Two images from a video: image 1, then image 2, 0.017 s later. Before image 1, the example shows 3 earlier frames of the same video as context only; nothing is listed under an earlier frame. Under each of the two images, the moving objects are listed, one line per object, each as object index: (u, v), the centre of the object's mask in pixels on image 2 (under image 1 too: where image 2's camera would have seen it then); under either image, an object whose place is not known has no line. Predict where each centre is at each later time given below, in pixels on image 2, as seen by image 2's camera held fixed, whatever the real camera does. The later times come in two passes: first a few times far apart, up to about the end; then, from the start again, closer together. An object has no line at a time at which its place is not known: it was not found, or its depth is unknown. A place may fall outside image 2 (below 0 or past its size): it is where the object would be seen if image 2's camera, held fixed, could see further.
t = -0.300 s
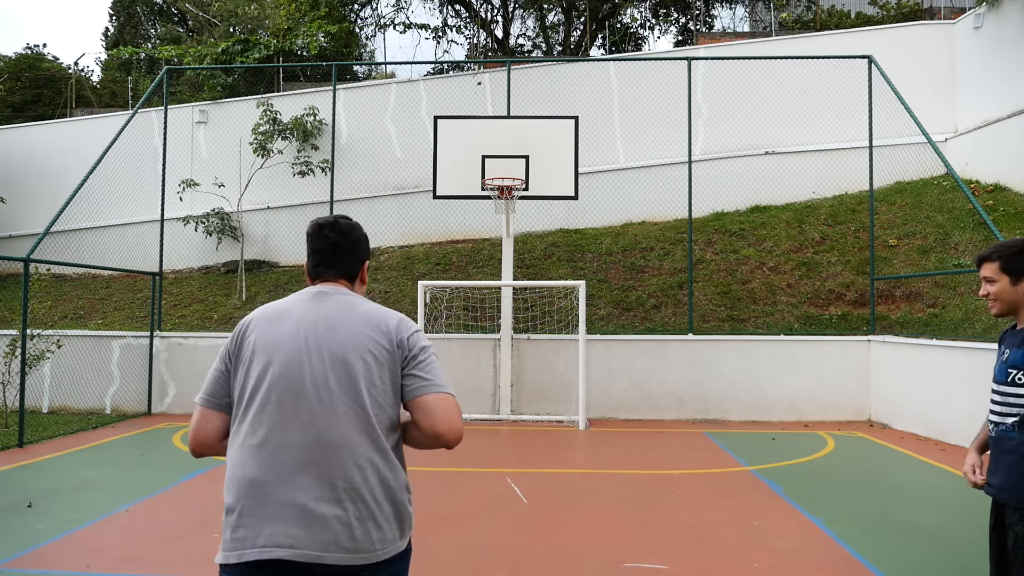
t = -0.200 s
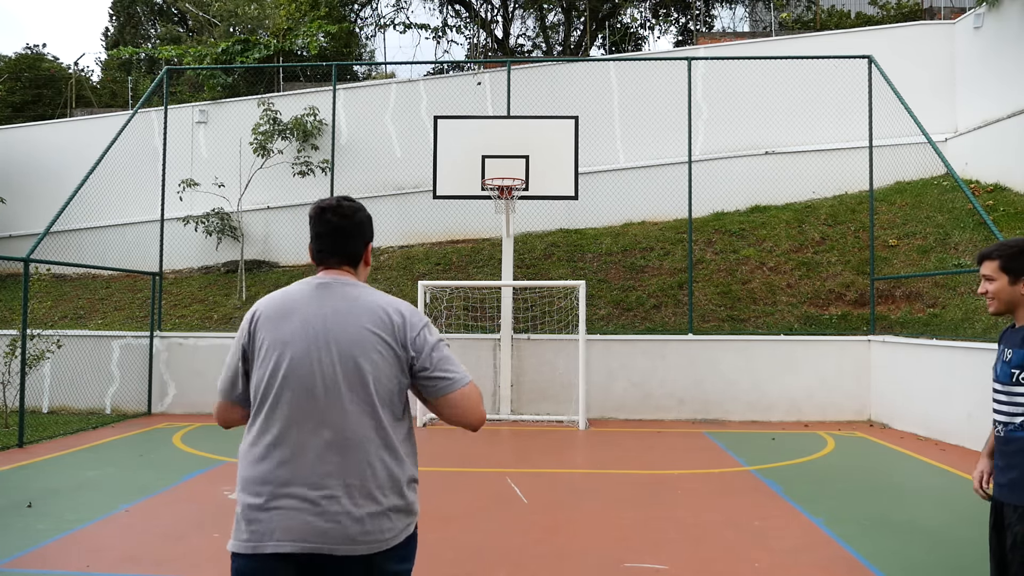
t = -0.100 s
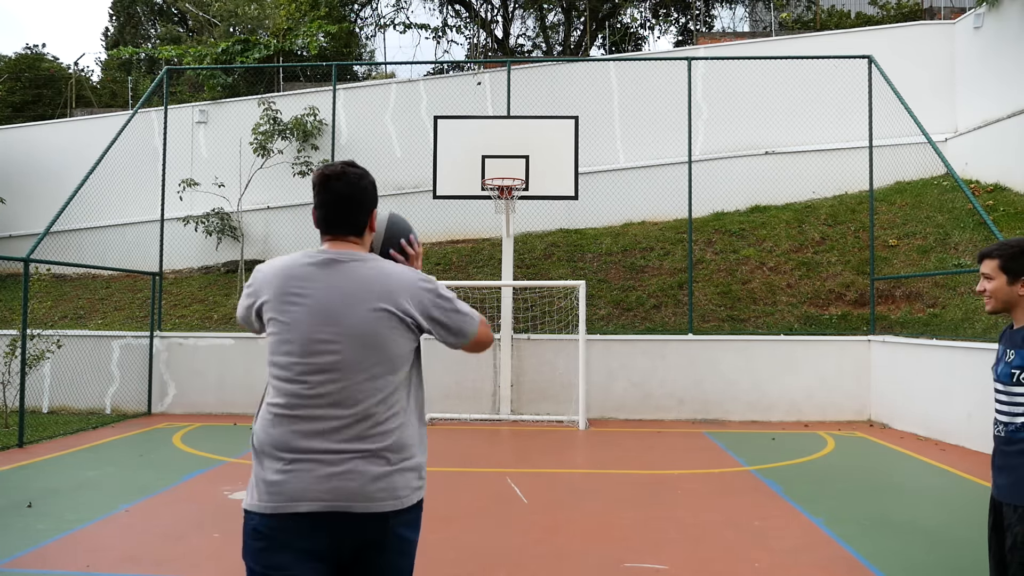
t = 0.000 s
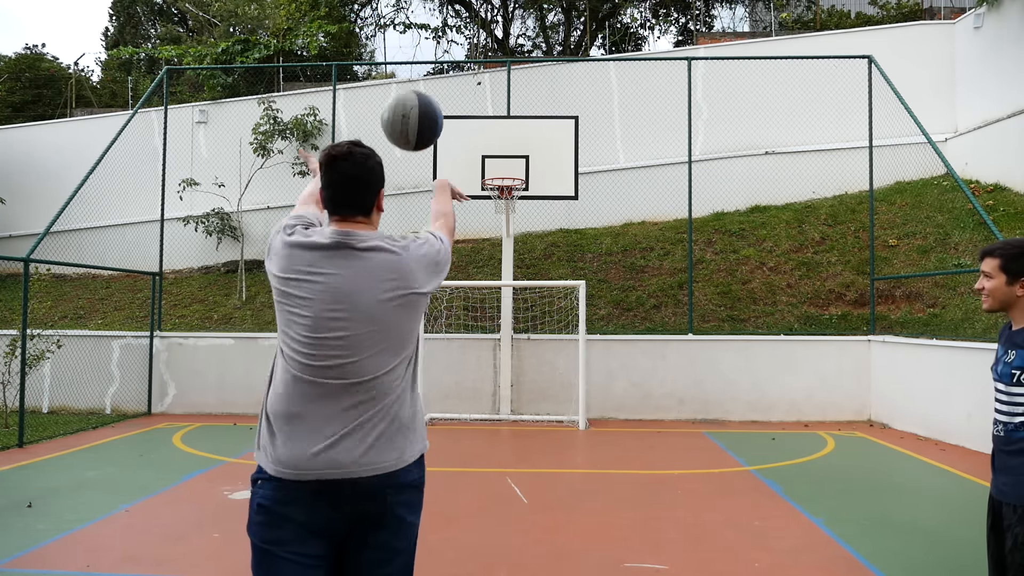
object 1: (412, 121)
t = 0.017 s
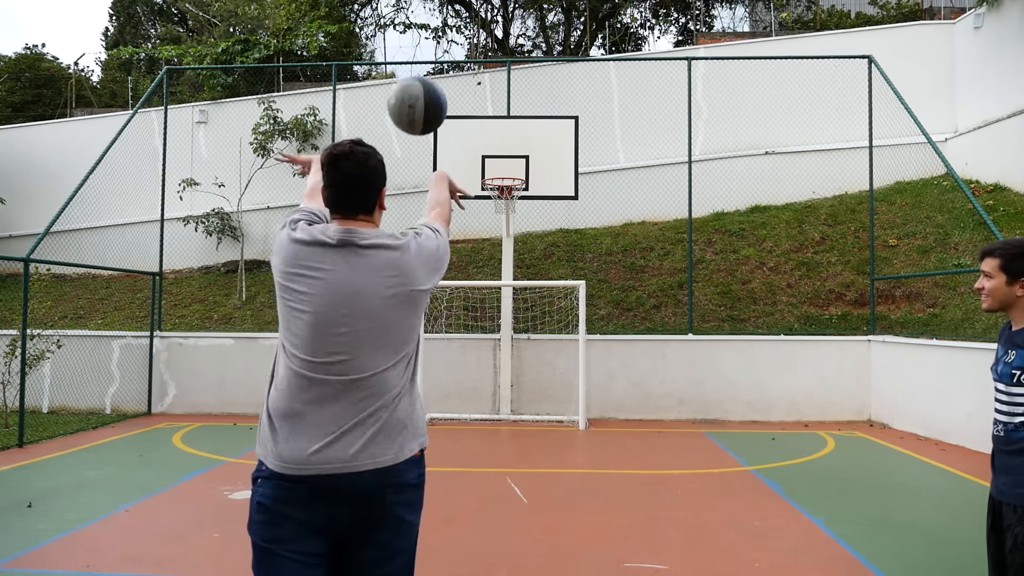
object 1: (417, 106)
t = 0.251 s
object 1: (463, 20)
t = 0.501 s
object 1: (487, 45)
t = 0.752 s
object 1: (502, 118)
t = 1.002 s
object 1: (502, 179)
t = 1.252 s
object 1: (470, 153)
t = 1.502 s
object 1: (416, 166)
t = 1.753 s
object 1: (360, 233)
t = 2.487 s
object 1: (234, 277)
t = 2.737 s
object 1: (204, 234)
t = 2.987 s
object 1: (171, 245)
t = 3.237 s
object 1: (136, 311)
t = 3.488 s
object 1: (101, 434)
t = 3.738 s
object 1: (63, 339)
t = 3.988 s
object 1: (47, 294)
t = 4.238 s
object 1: (66, 305)
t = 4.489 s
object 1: (83, 372)
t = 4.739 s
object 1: (92, 399)
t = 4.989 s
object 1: (89, 337)
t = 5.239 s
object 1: (85, 331)
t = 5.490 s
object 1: (79, 385)
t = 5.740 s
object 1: (76, 403)
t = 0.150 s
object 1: (449, 36)
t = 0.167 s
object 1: (452, 32)
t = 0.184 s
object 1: (454, 28)
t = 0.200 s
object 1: (457, 25)
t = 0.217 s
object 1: (459, 23)
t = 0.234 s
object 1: (461, 21)
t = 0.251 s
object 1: (463, 20)
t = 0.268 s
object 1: (466, 19)
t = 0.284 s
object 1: (468, 19)
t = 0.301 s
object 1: (469, 19)
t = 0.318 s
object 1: (472, 20)
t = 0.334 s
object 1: (473, 21)
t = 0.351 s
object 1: (475, 22)
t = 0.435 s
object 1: (483, 32)
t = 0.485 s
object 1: (486, 41)
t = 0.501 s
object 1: (487, 45)
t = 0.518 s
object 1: (489, 49)
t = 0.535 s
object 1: (490, 53)
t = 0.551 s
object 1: (491, 57)
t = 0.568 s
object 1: (492, 61)
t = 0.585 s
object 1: (493, 66)
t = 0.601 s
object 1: (494, 70)
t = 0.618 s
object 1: (495, 75)
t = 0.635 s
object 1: (496, 80)
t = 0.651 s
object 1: (496, 86)
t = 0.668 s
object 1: (498, 91)
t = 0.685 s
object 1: (499, 95)
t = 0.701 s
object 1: (500, 101)
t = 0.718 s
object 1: (501, 107)
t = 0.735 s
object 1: (501, 112)
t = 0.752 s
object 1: (502, 118)
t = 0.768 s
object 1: (502, 123)
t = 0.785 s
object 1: (503, 129)
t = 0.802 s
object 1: (504, 136)
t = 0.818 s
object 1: (504, 142)
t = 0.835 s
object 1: (505, 148)
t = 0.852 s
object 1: (505, 154)
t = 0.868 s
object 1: (506, 161)
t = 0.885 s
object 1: (507, 167)
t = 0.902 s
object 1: (507, 174)
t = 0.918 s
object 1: (508, 181)
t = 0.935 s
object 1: (506, 182)
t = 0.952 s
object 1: (502, 181)
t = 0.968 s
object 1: (498, 180)
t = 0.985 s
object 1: (498, 179)
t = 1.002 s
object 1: (502, 179)
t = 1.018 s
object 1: (507, 177)
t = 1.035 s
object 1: (511, 177)
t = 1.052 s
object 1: (512, 176)
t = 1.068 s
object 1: (508, 173)
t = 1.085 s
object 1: (505, 170)
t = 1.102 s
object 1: (501, 168)
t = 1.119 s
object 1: (498, 166)
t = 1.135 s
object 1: (494, 164)
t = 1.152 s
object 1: (491, 162)
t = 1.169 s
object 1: (487, 160)
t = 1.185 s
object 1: (484, 158)
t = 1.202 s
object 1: (481, 156)
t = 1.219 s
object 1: (477, 155)
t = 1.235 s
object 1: (473, 154)
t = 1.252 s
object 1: (470, 153)
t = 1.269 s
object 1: (467, 152)
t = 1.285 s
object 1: (463, 151)
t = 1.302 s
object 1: (459, 151)
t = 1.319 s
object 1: (455, 151)
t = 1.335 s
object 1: (452, 151)
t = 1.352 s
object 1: (448, 152)
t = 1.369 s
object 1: (444, 152)
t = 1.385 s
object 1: (441, 153)
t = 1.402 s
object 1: (437, 154)
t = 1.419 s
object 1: (434, 156)
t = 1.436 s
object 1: (431, 158)
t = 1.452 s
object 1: (427, 160)
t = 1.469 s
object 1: (424, 162)
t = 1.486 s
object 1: (420, 164)
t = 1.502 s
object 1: (416, 166)
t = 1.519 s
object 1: (412, 169)
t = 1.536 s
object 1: (409, 172)
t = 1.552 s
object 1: (405, 176)
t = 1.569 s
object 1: (402, 179)
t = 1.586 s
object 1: (398, 183)
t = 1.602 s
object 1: (395, 187)
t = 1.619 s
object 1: (391, 191)
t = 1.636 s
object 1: (387, 195)
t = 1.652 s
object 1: (383, 199)
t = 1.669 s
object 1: (379, 204)
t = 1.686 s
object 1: (376, 209)
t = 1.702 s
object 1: (372, 215)
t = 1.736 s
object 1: (364, 226)
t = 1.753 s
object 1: (360, 233)
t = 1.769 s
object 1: (357, 239)
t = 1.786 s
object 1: (354, 246)
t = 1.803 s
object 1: (349, 254)
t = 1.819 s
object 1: (347, 260)
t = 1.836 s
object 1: (343, 264)
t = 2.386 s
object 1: (247, 308)
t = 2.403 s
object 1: (245, 303)
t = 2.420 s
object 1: (243, 297)
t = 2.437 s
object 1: (241, 291)
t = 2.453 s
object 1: (239, 286)
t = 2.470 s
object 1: (237, 281)
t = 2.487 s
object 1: (234, 277)
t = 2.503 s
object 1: (232, 272)
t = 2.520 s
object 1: (229, 268)
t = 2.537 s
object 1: (228, 263)
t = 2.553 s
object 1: (227, 261)
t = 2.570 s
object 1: (224, 256)
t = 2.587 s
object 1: (222, 253)
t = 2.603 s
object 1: (220, 250)
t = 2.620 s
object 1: (218, 247)
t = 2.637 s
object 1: (216, 245)
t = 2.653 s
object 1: (213, 243)
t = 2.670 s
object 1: (211, 241)
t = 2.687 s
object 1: (210, 239)
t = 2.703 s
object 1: (208, 238)
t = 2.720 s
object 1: (206, 236)
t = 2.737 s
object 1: (204, 234)
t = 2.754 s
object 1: (201, 234)
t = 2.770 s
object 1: (199, 233)
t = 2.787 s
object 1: (197, 232)
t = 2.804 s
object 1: (195, 232)
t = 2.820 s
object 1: (193, 232)
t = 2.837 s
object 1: (190, 232)
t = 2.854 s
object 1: (188, 232)
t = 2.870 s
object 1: (186, 234)
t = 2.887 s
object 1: (184, 235)
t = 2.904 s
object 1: (182, 236)
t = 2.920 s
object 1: (180, 237)
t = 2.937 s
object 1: (178, 240)
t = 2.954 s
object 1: (175, 241)
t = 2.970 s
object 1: (173, 243)
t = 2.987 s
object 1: (171, 245)
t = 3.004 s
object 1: (169, 248)
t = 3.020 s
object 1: (166, 251)
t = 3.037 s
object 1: (164, 254)
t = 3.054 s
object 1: (162, 257)
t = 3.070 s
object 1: (159, 261)
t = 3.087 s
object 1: (157, 265)
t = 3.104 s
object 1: (154, 270)
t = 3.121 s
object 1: (152, 274)
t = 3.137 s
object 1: (150, 279)
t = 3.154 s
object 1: (147, 283)
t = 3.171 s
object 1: (145, 288)
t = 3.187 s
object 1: (143, 294)
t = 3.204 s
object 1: (141, 300)
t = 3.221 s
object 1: (138, 305)
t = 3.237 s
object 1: (136, 311)
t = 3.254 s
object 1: (134, 318)
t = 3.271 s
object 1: (130, 324)
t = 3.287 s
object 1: (129, 331)
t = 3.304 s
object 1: (126, 339)
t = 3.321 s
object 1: (124, 346)
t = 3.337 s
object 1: (122, 353)
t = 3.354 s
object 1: (119, 362)
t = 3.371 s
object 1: (117, 370)
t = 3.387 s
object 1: (115, 379)
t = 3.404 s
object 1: (113, 387)
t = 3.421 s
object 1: (111, 396)
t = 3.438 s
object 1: (109, 405)
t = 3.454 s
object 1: (106, 414)
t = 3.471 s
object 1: (103, 424)
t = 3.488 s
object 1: (101, 434)
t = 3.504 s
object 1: (98, 431)
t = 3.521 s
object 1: (95, 424)
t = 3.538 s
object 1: (94, 416)
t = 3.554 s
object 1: (92, 408)
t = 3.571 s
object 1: (88, 401)
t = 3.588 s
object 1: (86, 393)
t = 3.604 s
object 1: (83, 386)
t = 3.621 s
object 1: (80, 380)
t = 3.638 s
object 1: (78, 373)
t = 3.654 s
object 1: (75, 367)
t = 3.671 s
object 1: (73, 361)
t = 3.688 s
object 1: (70, 355)
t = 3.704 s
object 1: (68, 350)
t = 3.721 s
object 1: (65, 344)
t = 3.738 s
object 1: (63, 339)
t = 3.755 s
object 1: (60, 335)
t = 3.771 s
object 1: (57, 330)
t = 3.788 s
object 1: (55, 326)
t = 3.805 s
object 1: (52, 322)
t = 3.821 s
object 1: (50, 318)
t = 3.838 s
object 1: (47, 314)
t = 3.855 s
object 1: (45, 311)
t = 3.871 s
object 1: (42, 308)
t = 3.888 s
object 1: (40, 305)
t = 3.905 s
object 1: (41, 303)
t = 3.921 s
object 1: (42, 300)
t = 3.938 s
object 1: (43, 298)
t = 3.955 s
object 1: (44, 296)
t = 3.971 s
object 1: (46, 295)
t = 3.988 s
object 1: (47, 294)
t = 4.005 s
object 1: (47, 293)
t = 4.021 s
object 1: (50, 292)
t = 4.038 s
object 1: (51, 292)
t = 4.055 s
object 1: (52, 292)
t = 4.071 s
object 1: (53, 292)
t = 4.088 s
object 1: (54, 292)
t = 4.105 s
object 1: (56, 293)
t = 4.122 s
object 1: (57, 293)
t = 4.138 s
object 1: (58, 294)
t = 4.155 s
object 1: (60, 295)
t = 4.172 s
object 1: (61, 297)
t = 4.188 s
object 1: (62, 298)
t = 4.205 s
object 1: (63, 300)
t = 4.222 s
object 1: (64, 302)
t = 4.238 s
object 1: (66, 305)
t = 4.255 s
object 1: (67, 308)
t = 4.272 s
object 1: (69, 311)
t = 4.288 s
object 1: (69, 314)
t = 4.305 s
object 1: (71, 317)
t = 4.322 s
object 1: (72, 321)
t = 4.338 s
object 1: (73, 325)
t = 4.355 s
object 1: (74, 329)
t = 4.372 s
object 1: (75, 334)
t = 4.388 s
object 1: (76, 338)
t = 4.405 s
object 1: (77, 343)
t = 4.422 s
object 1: (79, 349)
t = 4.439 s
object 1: (80, 354)
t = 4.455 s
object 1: (81, 360)
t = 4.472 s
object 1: (82, 366)
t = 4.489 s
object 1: (83, 372)
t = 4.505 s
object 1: (85, 379)
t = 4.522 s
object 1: (86, 386)
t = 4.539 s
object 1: (87, 393)
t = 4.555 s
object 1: (88, 400)
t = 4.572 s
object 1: (89, 408)
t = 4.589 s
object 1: (90, 416)
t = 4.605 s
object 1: (92, 423)
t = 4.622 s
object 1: (93, 432)
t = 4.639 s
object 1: (93, 438)
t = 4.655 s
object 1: (93, 431)
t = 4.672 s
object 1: (93, 424)
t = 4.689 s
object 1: (92, 418)
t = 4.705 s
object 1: (92, 412)
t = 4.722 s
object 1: (92, 405)
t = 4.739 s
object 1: (92, 399)
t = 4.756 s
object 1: (93, 389)
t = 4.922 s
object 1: (87, 344)
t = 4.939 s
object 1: (89, 343)
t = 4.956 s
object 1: (89, 342)
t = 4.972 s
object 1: (89, 339)
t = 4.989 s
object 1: (89, 337)
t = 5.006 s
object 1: (89, 335)
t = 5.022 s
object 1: (88, 333)
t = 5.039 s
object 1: (88, 331)
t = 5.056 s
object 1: (88, 330)
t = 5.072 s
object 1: (88, 328)
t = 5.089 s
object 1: (87, 328)
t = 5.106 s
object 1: (87, 327)
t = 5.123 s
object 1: (87, 327)
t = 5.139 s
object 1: (87, 327)
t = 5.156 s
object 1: (87, 327)
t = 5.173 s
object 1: (86, 327)
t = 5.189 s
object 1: (85, 328)
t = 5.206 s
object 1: (86, 330)
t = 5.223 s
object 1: (85, 331)
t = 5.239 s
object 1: (85, 331)
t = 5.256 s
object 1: (84, 333)
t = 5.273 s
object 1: (84, 335)
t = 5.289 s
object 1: (84, 337)
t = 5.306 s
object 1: (83, 340)
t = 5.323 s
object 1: (83, 343)
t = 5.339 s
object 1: (83, 346)
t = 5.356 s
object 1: (83, 350)
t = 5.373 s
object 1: (82, 353)
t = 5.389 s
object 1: (82, 357)
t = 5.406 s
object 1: (81, 361)
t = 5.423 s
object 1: (81, 365)
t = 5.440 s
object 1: (81, 370)
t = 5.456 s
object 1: (80, 375)
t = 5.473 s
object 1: (80, 380)
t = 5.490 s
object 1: (79, 385)
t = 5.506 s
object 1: (79, 391)
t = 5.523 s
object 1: (79, 397)
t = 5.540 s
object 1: (79, 402)
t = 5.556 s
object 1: (78, 409)
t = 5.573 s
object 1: (77, 415)
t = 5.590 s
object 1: (77, 421)
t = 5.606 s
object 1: (77, 428)
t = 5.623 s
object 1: (77, 436)
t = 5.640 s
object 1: (76, 437)
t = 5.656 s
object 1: (76, 431)
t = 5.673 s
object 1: (76, 424)
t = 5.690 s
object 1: (76, 420)
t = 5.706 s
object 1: (76, 414)
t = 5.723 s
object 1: (77, 409)
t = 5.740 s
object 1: (76, 403)
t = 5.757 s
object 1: (76, 399)
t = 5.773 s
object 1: (76, 395)
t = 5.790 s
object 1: (76, 390)
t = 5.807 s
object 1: (76, 386)
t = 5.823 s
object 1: (76, 382)
